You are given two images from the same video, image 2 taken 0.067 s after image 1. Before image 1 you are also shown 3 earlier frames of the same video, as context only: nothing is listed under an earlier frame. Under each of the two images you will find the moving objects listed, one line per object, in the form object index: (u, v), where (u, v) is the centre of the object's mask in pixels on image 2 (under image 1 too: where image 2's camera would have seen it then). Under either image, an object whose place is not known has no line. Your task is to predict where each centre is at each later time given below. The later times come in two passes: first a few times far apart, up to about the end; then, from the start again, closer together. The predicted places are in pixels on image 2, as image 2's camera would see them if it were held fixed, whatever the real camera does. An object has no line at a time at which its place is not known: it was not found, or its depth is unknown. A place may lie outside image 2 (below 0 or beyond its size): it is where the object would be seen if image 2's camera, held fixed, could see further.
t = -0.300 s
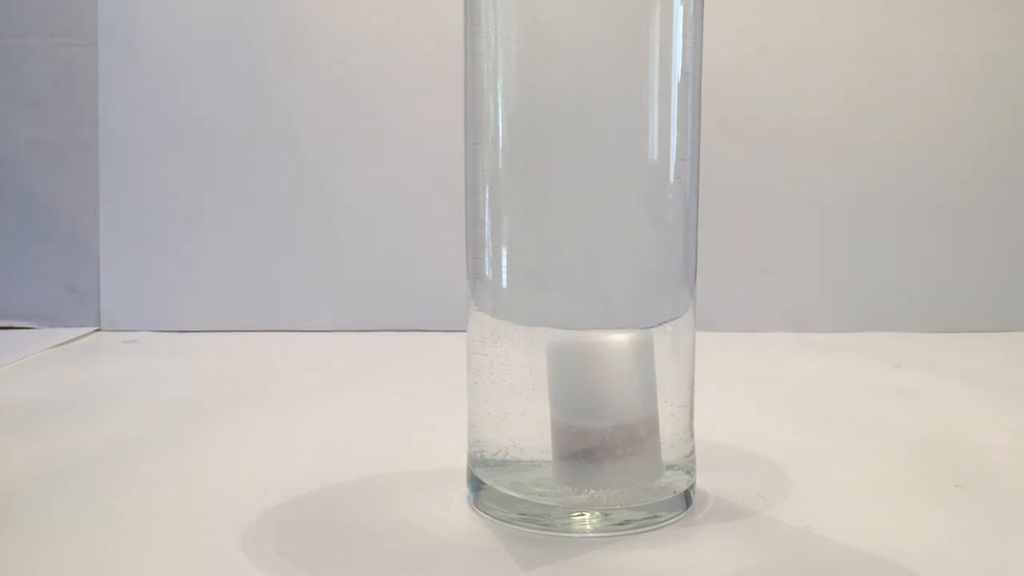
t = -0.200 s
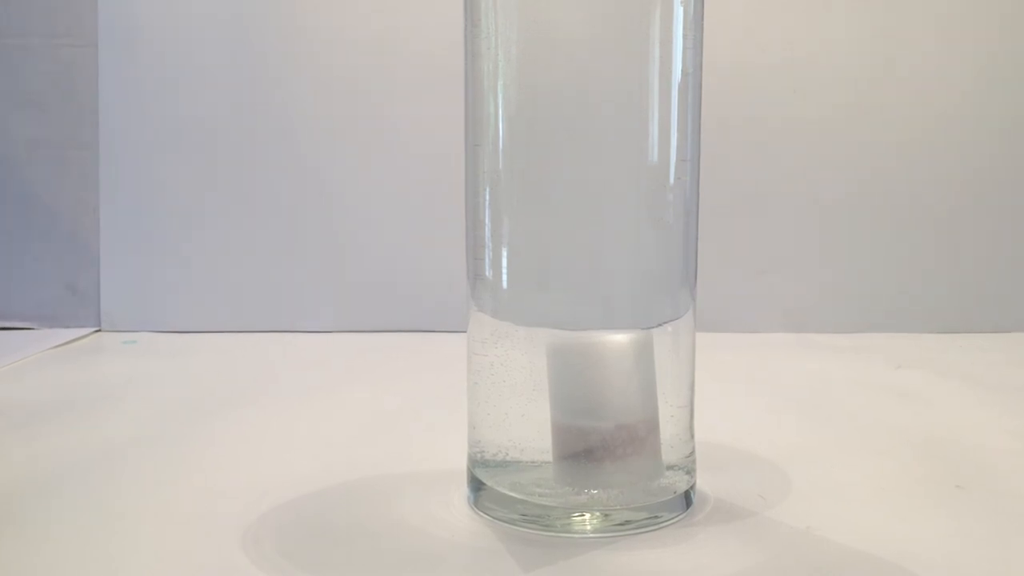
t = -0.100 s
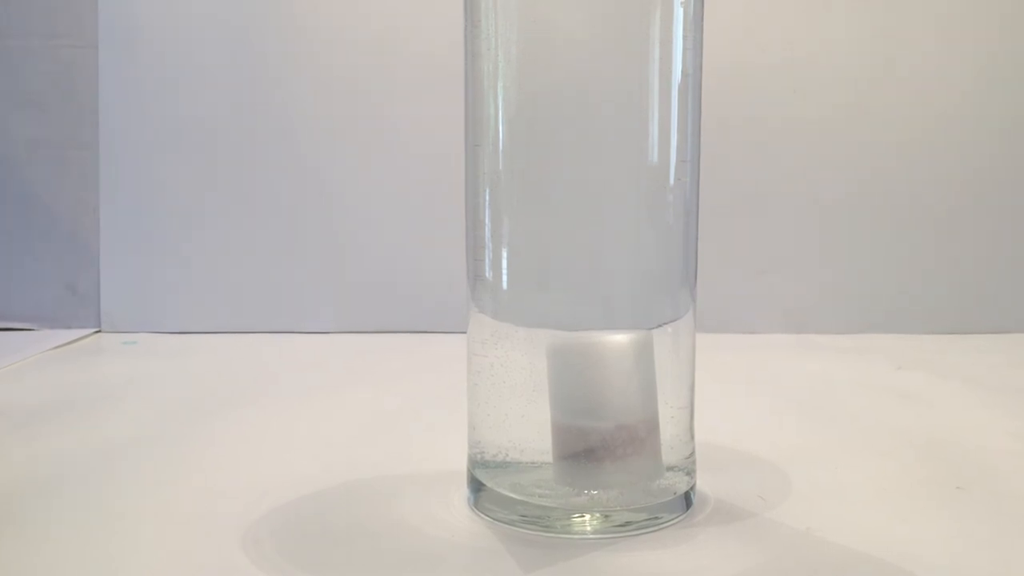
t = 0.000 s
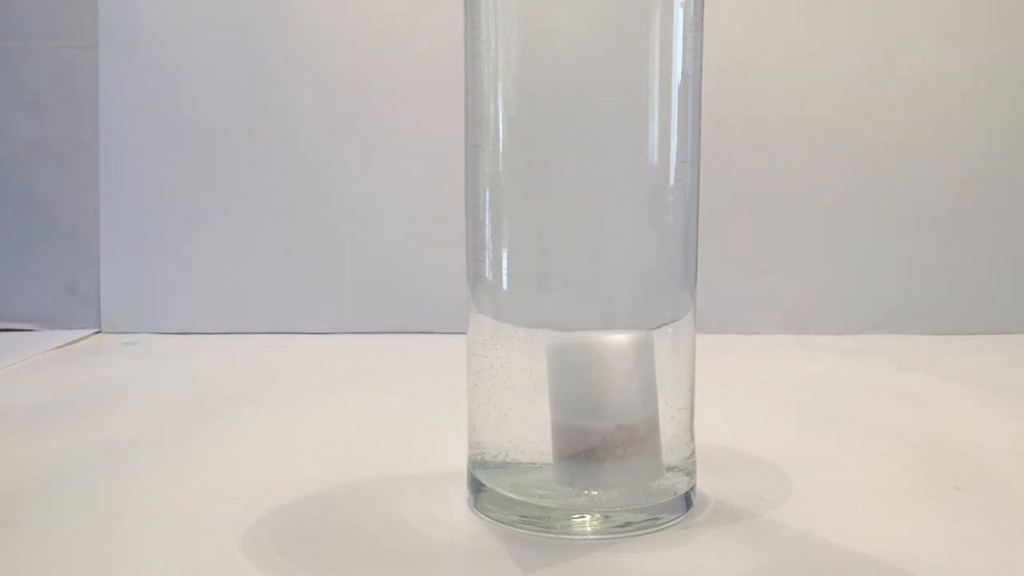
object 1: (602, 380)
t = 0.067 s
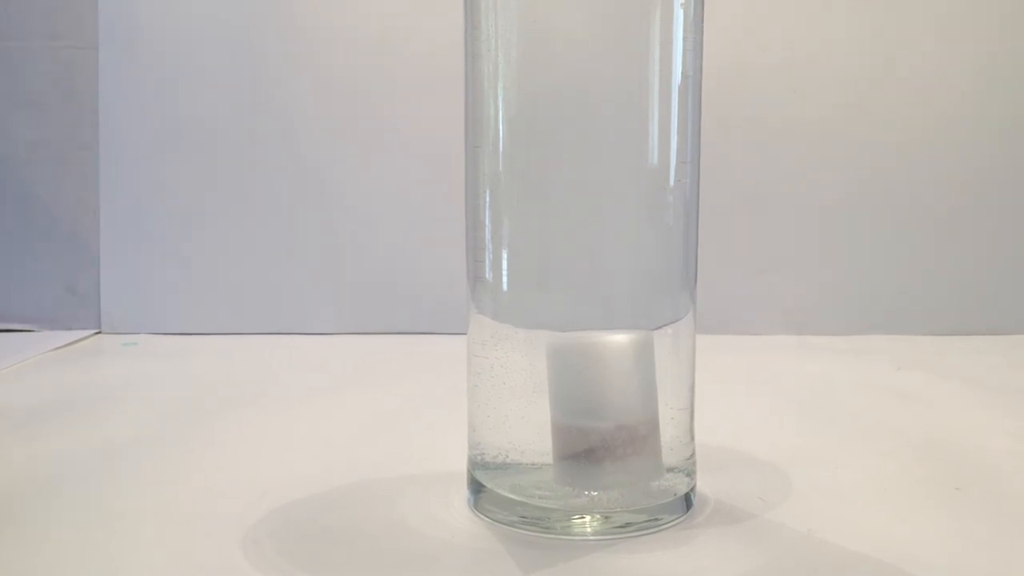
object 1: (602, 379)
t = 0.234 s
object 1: (602, 378)
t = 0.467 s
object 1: (603, 375)
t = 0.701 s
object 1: (602, 371)
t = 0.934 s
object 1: (602, 366)
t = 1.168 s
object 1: (602, 359)
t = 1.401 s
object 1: (602, 352)
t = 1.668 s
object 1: (602, 341)
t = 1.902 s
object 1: (602, 331)
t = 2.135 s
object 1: (601, 319)
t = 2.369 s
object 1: (601, 304)
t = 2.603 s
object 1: (601, 287)
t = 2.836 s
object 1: (600, 276)
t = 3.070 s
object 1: (601, 250)
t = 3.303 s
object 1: (601, 225)
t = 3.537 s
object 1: (599, 201)
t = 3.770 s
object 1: (598, 173)
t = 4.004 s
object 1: (597, 140)
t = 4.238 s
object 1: (597, 107)
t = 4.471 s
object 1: (595, 74)
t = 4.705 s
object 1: (590, 43)
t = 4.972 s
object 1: (587, 13)
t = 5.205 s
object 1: (586, 27)
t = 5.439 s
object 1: (588, 48)
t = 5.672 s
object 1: (587, 56)
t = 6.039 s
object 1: (585, 52)
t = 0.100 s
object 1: (602, 379)
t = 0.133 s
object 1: (602, 379)
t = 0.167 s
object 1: (602, 378)
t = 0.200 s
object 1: (602, 378)
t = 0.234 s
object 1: (602, 378)
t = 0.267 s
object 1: (602, 377)
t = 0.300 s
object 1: (602, 376)
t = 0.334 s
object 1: (602, 376)
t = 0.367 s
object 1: (602, 376)
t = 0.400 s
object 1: (602, 376)
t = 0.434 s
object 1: (602, 376)
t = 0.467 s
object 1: (603, 375)
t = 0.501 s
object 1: (603, 375)
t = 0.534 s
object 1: (602, 375)
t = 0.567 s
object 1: (602, 373)
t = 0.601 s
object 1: (602, 373)
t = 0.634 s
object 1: (602, 372)
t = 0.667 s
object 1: (602, 372)
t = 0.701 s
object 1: (602, 371)
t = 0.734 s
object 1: (602, 371)
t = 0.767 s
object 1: (602, 370)
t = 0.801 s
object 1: (602, 370)
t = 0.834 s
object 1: (602, 369)
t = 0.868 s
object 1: (602, 368)
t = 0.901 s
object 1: (602, 367)
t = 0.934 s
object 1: (602, 366)
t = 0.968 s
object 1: (602, 366)
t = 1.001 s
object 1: (602, 365)
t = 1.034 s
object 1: (602, 364)
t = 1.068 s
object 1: (602, 363)
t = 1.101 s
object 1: (602, 362)
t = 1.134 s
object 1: (602, 360)
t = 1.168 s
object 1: (602, 359)
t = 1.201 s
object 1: (602, 359)
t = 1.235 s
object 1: (602, 358)
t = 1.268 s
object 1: (602, 356)
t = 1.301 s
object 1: (602, 355)
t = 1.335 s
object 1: (602, 354)
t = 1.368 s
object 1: (602, 353)
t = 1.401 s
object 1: (602, 352)
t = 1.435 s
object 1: (602, 351)
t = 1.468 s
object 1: (602, 350)
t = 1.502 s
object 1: (602, 349)
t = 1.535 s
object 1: (602, 347)
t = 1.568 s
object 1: (602, 346)
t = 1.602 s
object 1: (602, 344)
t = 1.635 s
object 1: (601, 343)
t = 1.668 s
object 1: (602, 341)
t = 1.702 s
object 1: (602, 340)
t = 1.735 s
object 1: (602, 339)
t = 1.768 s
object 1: (602, 337)
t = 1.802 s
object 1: (602, 336)
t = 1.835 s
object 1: (602, 334)
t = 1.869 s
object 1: (602, 332)
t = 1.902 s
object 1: (602, 331)
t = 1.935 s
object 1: (602, 330)
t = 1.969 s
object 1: (602, 327)
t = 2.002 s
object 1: (601, 325)
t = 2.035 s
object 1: (601, 325)
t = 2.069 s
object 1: (601, 322)
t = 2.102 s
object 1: (601, 320)
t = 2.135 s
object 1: (601, 319)
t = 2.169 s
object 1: (601, 317)
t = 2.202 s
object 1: (601, 314)
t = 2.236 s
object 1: (601, 312)
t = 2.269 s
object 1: (601, 311)
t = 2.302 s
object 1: (601, 309)
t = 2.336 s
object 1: (601, 308)
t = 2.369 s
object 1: (601, 304)
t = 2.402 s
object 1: (601, 301)
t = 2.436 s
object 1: (601, 298)
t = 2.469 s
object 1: (601, 296)
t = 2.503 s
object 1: (601, 294)
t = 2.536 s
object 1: (602, 293)
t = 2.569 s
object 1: (602, 291)
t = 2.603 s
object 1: (601, 287)
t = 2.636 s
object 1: (602, 287)
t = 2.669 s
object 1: (600, 288)
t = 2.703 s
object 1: (600, 286)
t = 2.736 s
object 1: (600, 284)
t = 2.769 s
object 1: (600, 282)
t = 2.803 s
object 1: (600, 276)
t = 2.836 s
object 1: (600, 276)
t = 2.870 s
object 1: (601, 271)
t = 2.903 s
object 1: (601, 268)
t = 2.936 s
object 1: (602, 262)
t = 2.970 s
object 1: (602, 260)
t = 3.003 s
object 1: (602, 256)
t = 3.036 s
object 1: (601, 251)
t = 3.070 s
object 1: (601, 250)
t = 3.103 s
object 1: (601, 248)
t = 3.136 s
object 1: (601, 241)
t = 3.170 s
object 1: (601, 238)
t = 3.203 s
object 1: (601, 238)
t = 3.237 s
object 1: (601, 234)
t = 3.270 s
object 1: (600, 233)
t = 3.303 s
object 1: (601, 225)
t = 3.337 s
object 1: (600, 225)
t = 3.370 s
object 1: (600, 217)
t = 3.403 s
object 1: (599, 214)
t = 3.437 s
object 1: (600, 211)
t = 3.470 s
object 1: (599, 207)
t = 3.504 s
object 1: (599, 205)
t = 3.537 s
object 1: (599, 201)
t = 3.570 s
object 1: (599, 196)
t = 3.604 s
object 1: (598, 193)
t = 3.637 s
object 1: (598, 188)
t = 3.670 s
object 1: (598, 185)
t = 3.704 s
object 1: (598, 180)
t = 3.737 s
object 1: (598, 177)
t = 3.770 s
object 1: (598, 173)
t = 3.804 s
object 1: (598, 167)
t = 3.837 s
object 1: (597, 162)
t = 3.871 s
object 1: (597, 158)
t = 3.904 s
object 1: (598, 153)
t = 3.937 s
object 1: (598, 150)
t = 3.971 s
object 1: (597, 145)
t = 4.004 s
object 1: (597, 140)
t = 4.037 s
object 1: (596, 137)
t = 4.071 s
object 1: (597, 130)
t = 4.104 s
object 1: (597, 125)
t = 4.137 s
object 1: (596, 122)
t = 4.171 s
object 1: (596, 117)
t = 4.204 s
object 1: (596, 112)
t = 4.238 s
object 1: (597, 107)
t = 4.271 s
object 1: (597, 103)
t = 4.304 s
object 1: (596, 99)
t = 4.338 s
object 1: (595, 95)
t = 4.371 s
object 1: (596, 91)
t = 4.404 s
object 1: (596, 84)
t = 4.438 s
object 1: (595, 79)
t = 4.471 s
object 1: (595, 74)
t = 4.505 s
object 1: (595, 69)
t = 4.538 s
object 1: (595, 63)
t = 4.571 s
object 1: (594, 58)
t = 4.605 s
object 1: (594, 54)
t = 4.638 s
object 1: (593, 49)
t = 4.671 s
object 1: (593, 44)
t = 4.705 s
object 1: (590, 43)
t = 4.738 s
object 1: (590, 37)
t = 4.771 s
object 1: (589, 33)
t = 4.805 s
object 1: (588, 32)
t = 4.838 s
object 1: (589, 26)
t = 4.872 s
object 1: (588, 22)
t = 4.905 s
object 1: (588, 19)
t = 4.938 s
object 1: (588, 18)
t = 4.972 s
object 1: (587, 13)
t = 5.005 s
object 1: (586, 14)
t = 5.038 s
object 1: (587, 14)
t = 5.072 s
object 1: (586, 15)
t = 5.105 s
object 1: (585, 18)
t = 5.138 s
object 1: (586, 20)
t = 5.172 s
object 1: (586, 24)
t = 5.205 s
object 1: (586, 27)
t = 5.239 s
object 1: (587, 29)
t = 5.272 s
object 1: (587, 31)
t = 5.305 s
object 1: (587, 36)
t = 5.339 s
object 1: (588, 39)
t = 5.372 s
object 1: (588, 43)
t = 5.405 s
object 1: (588, 45)
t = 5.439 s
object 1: (588, 48)
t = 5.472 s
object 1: (587, 50)
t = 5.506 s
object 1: (587, 52)
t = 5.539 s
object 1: (586, 52)
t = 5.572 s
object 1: (587, 53)
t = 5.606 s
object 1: (587, 54)
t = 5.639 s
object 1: (587, 55)
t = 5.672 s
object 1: (587, 56)
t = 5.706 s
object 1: (589, 51)
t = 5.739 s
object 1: (589, 51)
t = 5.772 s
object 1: (586, 57)
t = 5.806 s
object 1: (586, 58)
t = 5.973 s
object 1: (586, 55)
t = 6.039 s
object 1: (585, 52)
